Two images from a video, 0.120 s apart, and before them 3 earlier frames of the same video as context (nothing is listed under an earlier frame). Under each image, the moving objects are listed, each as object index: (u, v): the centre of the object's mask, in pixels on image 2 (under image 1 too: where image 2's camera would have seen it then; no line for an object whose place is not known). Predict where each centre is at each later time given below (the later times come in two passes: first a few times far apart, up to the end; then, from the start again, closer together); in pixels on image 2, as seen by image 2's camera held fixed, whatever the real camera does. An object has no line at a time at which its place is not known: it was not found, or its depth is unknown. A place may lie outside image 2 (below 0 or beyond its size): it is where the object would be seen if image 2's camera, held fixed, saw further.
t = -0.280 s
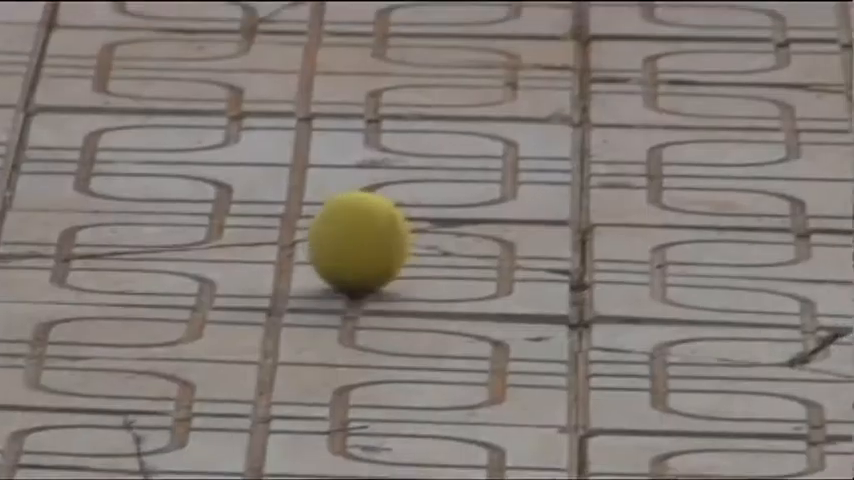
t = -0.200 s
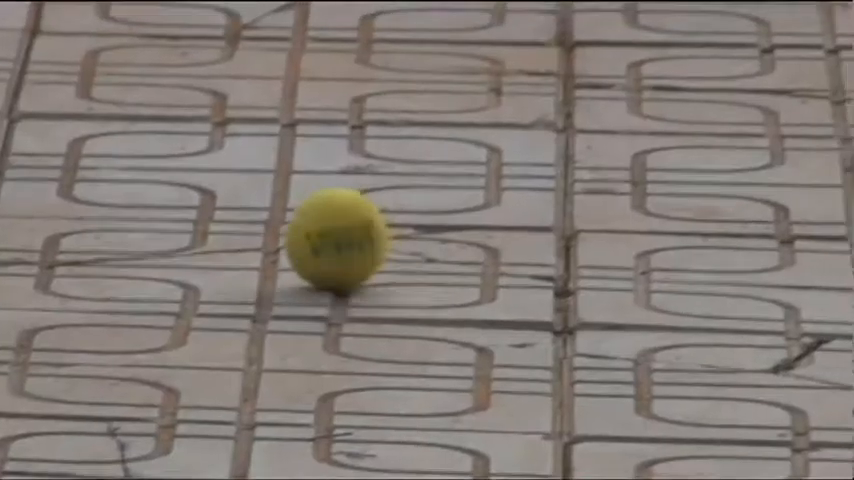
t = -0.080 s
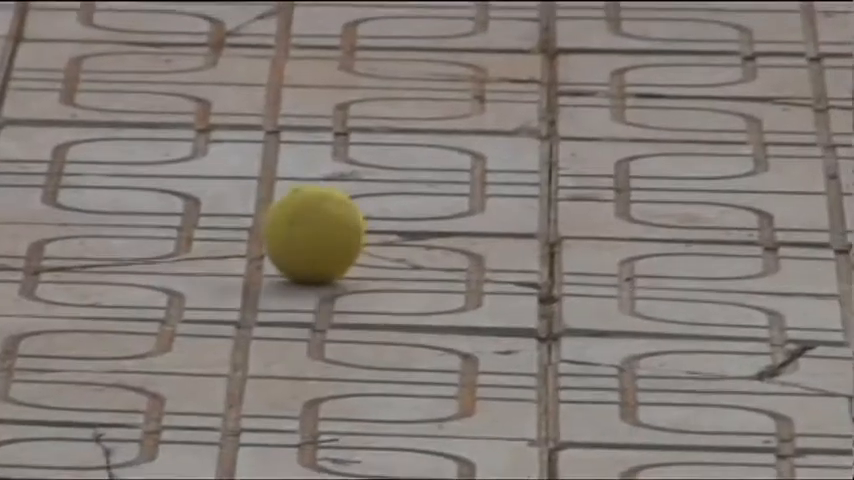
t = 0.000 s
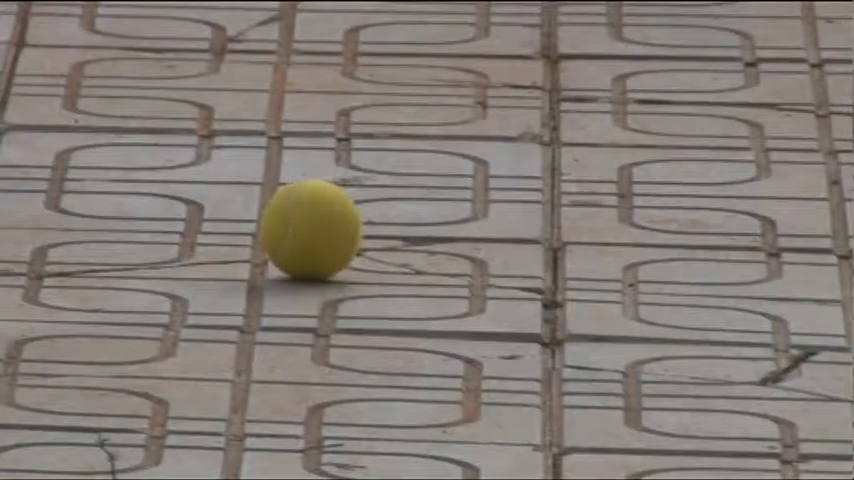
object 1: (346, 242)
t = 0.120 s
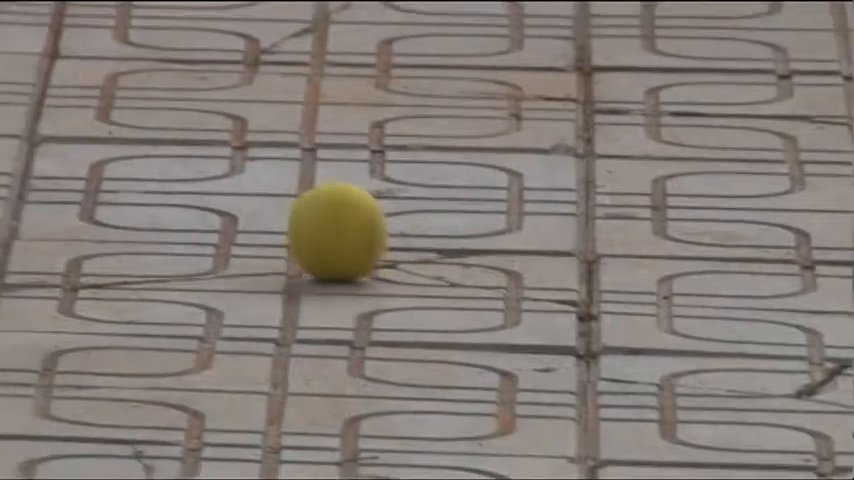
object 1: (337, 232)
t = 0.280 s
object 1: (331, 219)
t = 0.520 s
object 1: (320, 198)
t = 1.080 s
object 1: (279, 170)
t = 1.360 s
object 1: (261, 165)
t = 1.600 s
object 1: (261, 165)
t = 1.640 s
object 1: (261, 165)
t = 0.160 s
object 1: (334, 229)
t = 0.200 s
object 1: (332, 225)
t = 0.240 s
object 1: (331, 222)
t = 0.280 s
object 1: (331, 219)
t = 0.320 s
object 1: (329, 214)
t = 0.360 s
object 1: (326, 211)
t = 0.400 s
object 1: (325, 208)
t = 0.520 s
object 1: (320, 198)
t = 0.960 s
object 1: (284, 173)
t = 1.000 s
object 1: (282, 172)
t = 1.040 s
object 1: (281, 171)
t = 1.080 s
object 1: (279, 170)
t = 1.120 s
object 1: (277, 169)
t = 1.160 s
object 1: (274, 168)
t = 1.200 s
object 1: (271, 167)
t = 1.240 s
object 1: (269, 166)
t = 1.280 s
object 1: (265, 166)
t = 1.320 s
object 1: (263, 165)
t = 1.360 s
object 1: (261, 165)
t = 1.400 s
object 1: (260, 165)
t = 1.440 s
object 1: (259, 164)
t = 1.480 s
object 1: (259, 165)
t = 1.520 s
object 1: (259, 165)
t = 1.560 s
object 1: (260, 165)
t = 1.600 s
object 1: (261, 165)
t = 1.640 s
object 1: (261, 165)
